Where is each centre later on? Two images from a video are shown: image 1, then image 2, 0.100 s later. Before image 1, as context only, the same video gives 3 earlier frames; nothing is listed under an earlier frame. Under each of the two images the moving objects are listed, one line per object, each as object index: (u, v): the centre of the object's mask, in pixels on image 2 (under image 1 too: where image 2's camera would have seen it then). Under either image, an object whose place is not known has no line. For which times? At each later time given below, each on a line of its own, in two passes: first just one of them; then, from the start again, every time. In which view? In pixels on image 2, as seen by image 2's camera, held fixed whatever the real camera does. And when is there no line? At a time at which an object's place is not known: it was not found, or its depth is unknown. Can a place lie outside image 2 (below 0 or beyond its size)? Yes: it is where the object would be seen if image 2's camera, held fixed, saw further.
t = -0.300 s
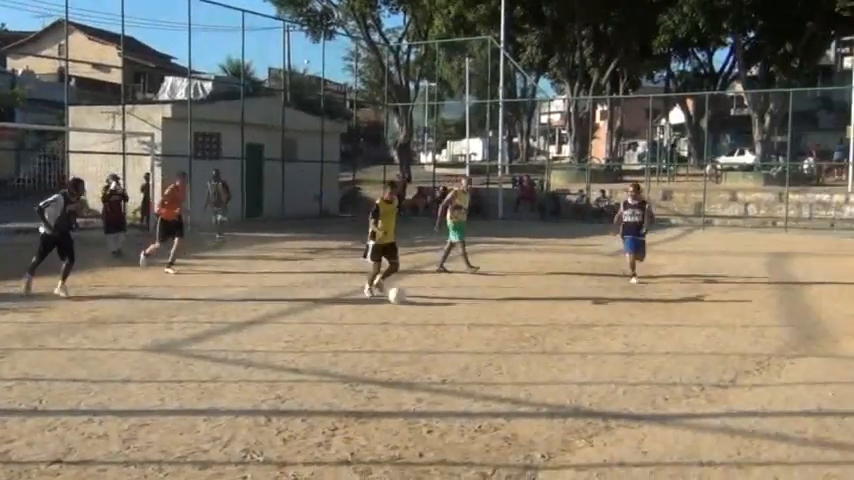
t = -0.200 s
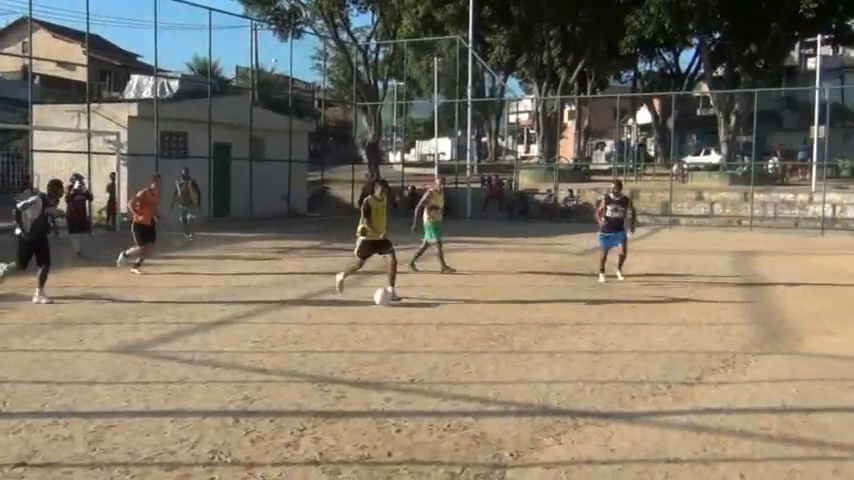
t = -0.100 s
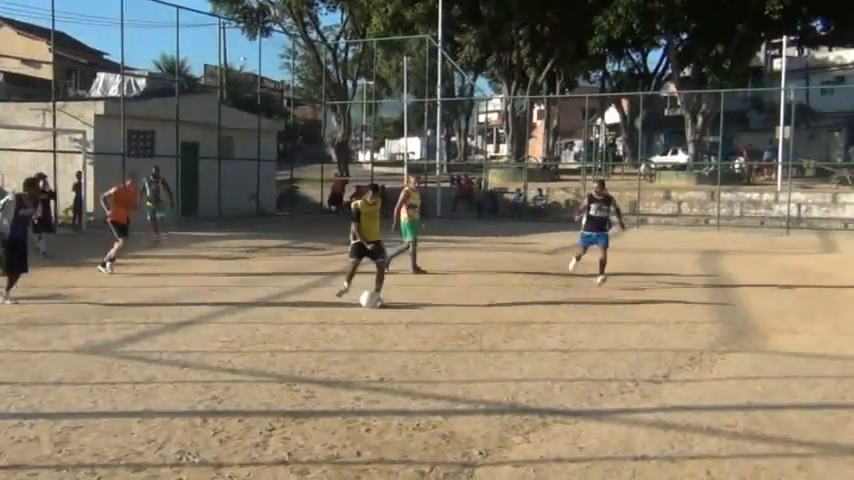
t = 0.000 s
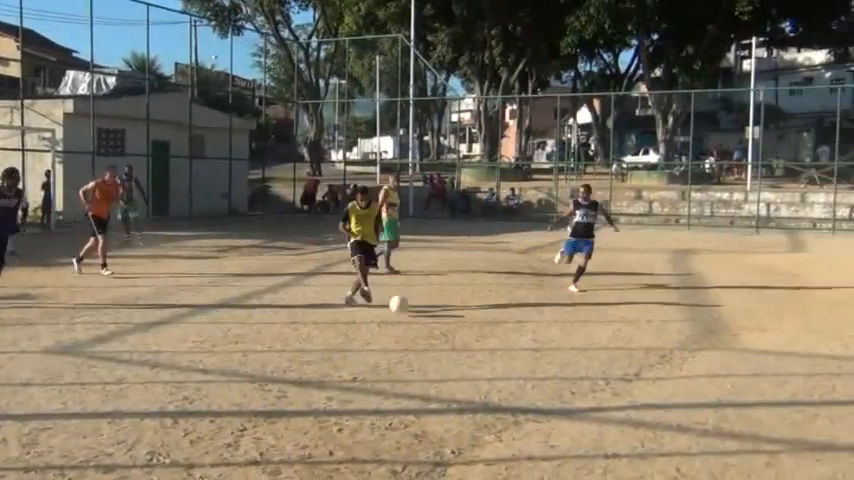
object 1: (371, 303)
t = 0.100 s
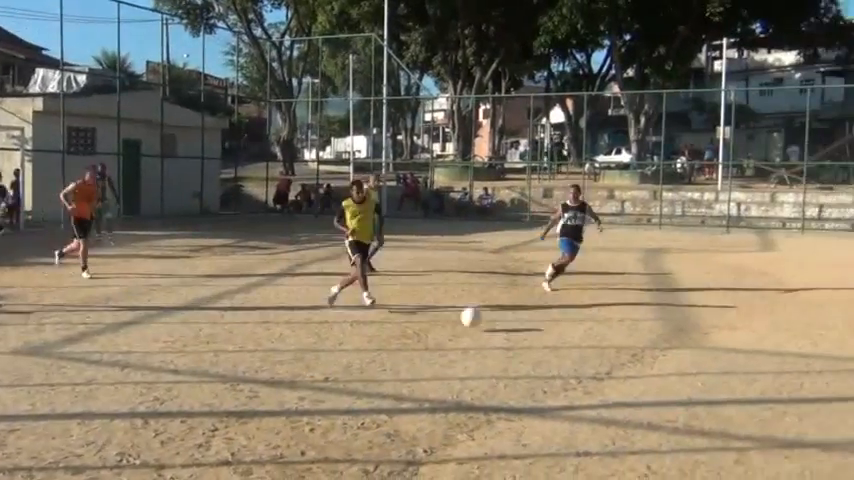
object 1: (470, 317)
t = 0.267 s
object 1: (663, 335)
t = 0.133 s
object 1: (508, 325)
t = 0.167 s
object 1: (545, 330)
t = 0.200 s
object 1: (582, 330)
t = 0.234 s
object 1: (622, 331)
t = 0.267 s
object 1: (663, 335)
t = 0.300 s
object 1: (707, 340)
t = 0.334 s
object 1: (754, 346)
